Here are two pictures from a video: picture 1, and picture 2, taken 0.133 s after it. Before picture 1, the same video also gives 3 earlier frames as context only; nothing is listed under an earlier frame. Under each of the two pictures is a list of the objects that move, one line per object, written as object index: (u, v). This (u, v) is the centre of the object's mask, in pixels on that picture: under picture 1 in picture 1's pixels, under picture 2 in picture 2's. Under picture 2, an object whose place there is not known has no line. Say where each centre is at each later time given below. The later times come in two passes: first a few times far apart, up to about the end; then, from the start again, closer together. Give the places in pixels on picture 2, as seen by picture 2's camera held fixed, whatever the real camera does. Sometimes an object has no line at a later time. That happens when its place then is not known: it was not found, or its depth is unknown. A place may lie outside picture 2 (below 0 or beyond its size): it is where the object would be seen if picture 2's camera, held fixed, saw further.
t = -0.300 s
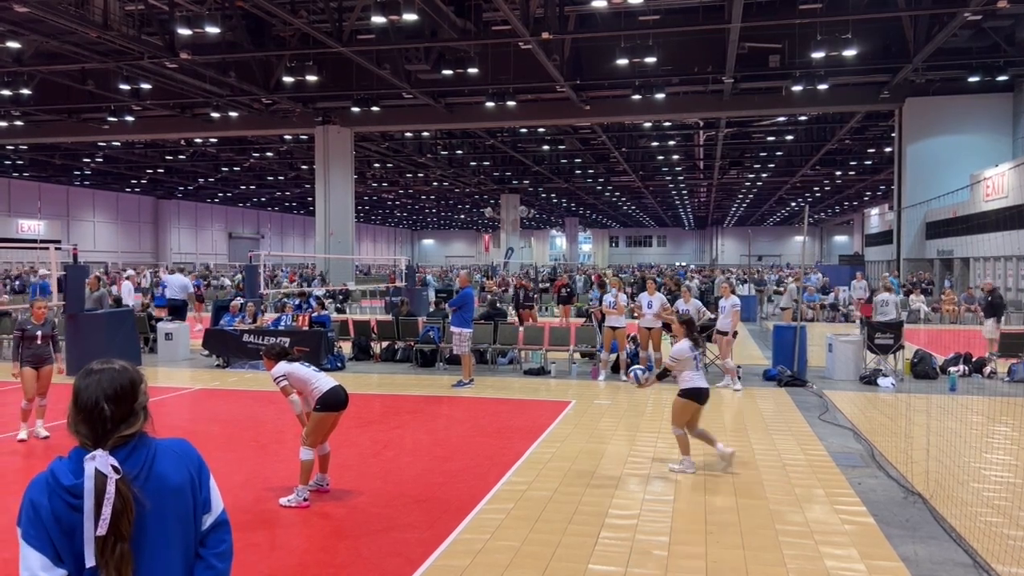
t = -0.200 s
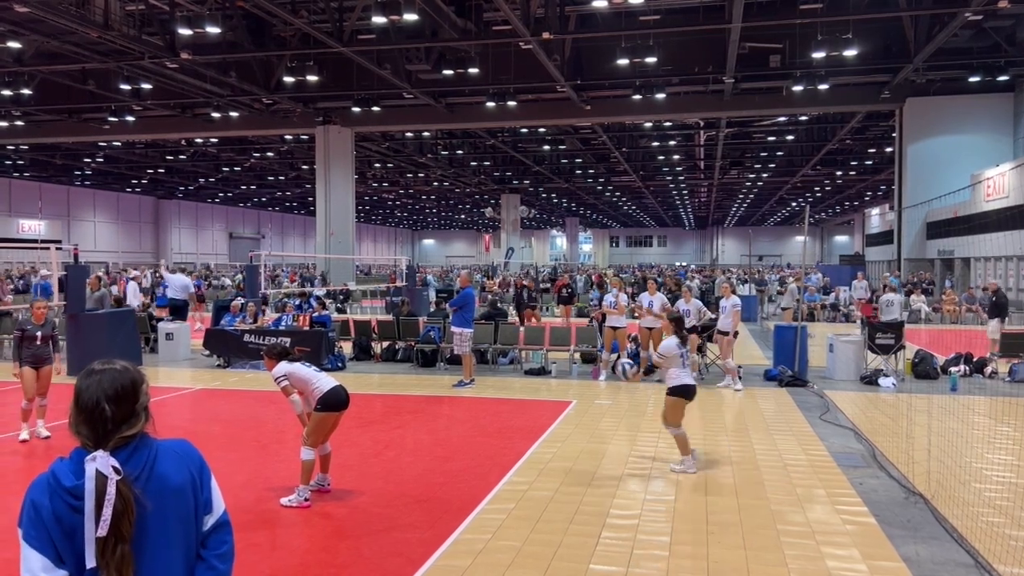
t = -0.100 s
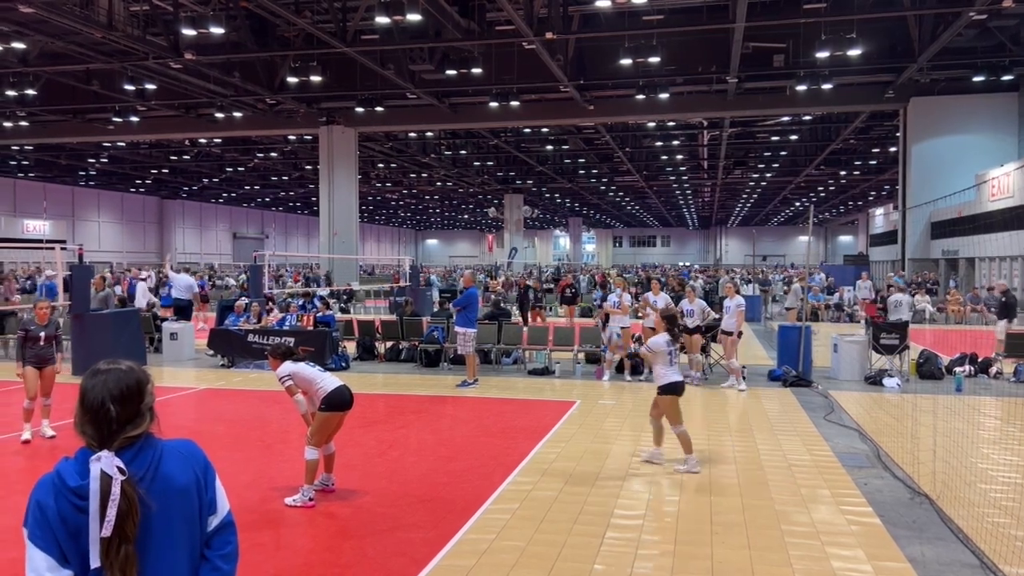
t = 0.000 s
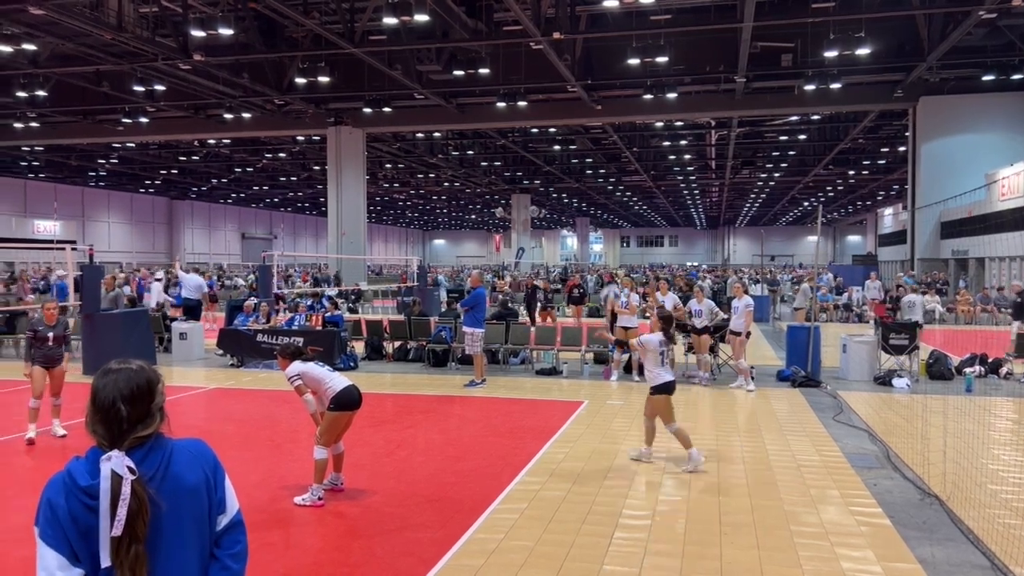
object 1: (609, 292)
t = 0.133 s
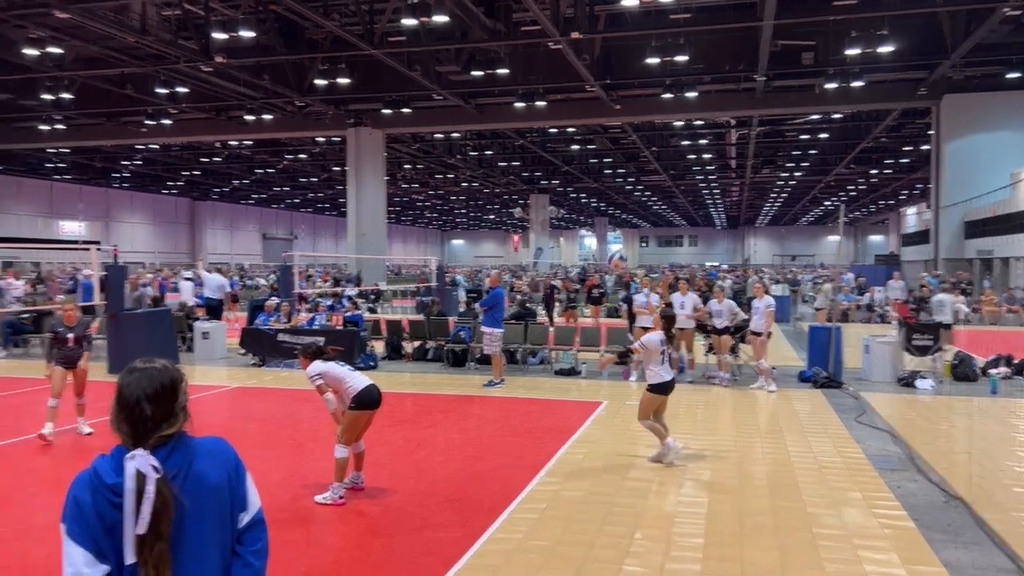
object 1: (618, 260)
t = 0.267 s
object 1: (606, 239)
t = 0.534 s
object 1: (584, 250)
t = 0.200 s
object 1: (611, 246)
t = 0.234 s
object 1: (607, 244)
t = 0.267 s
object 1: (606, 239)
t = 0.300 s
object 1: (603, 236)
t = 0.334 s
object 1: (600, 235)
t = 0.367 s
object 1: (597, 235)
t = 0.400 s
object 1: (595, 236)
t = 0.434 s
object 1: (592, 237)
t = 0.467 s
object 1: (590, 241)
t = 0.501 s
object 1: (587, 246)
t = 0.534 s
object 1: (584, 250)
